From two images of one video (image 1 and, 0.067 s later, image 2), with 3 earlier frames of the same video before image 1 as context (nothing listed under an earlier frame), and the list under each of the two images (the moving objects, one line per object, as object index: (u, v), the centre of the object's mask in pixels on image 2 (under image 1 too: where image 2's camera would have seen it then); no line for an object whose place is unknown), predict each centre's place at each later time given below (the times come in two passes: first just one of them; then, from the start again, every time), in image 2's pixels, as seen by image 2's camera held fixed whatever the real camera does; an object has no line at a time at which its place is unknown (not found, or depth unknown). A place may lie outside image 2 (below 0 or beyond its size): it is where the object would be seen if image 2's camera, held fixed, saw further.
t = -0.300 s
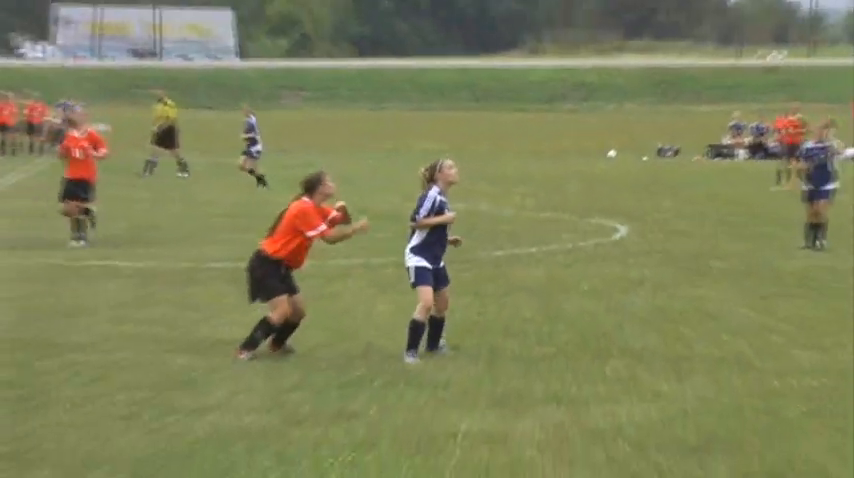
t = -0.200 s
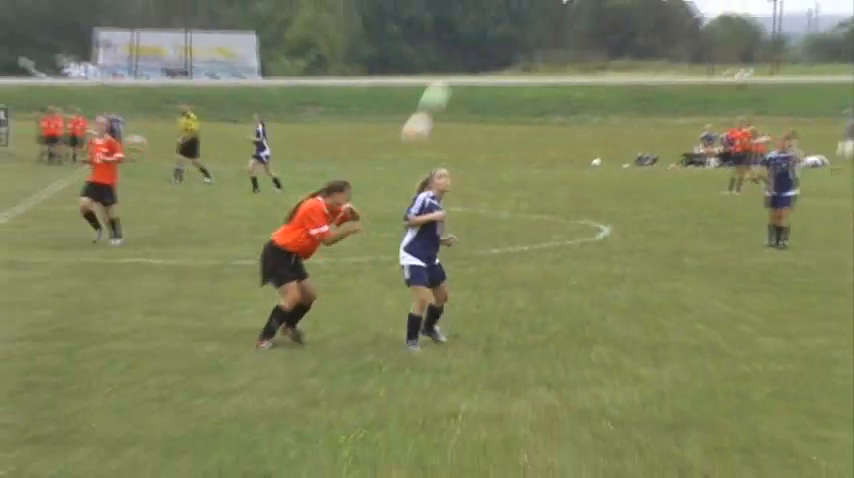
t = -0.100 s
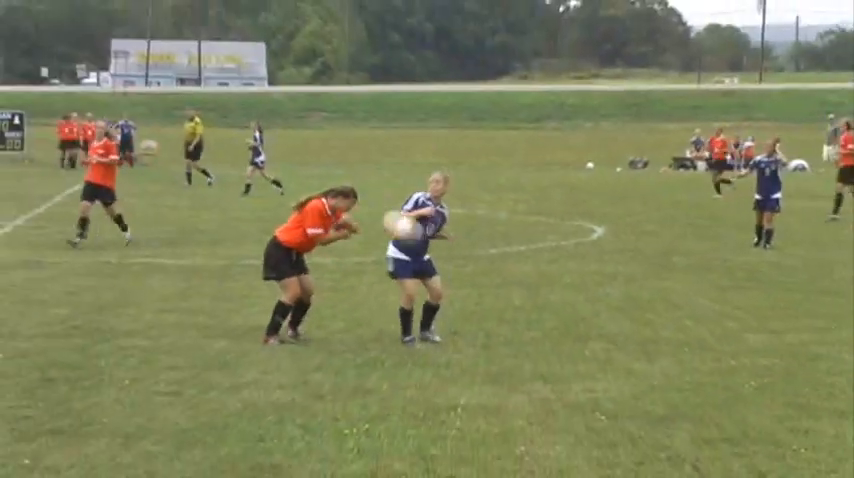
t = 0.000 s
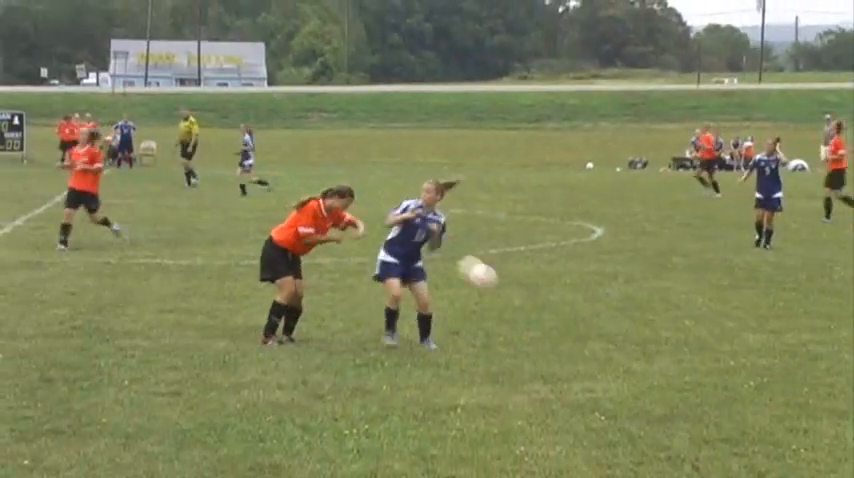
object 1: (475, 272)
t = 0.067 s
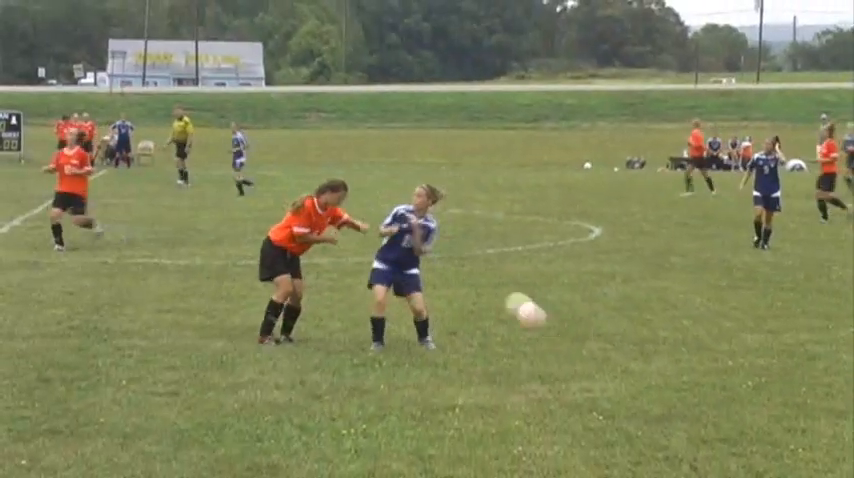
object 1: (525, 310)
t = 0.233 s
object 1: (632, 303)
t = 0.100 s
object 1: (550, 331)
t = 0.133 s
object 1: (574, 340)
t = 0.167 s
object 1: (593, 326)
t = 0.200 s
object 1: (612, 314)
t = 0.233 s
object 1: (632, 303)
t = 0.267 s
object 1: (651, 293)
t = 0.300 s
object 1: (670, 286)
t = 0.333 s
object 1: (690, 278)
